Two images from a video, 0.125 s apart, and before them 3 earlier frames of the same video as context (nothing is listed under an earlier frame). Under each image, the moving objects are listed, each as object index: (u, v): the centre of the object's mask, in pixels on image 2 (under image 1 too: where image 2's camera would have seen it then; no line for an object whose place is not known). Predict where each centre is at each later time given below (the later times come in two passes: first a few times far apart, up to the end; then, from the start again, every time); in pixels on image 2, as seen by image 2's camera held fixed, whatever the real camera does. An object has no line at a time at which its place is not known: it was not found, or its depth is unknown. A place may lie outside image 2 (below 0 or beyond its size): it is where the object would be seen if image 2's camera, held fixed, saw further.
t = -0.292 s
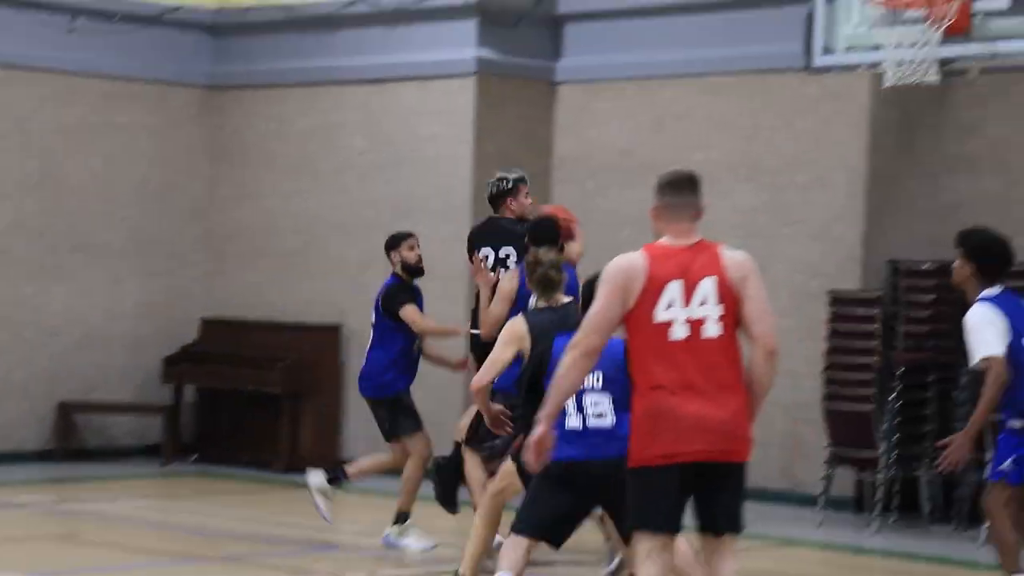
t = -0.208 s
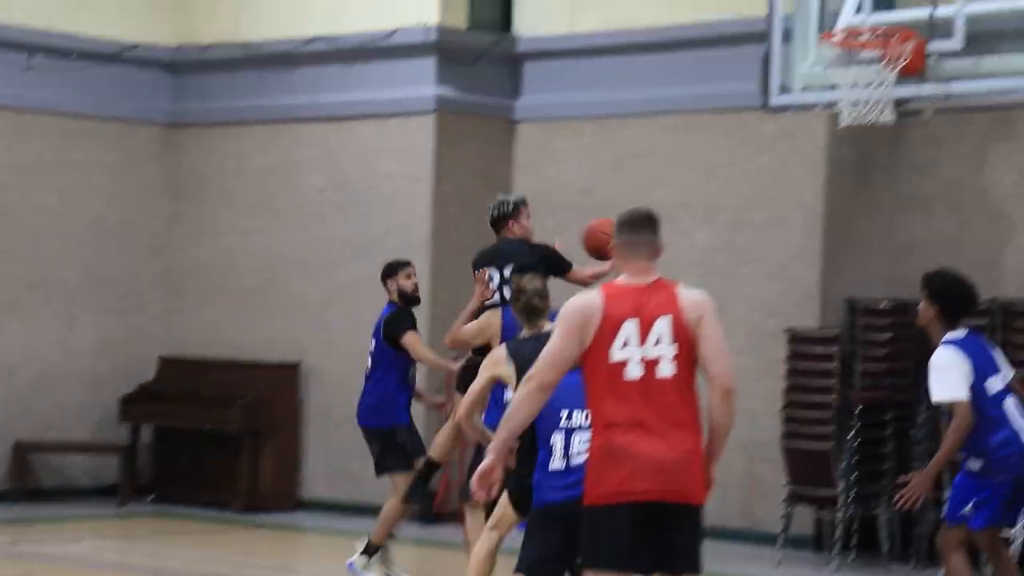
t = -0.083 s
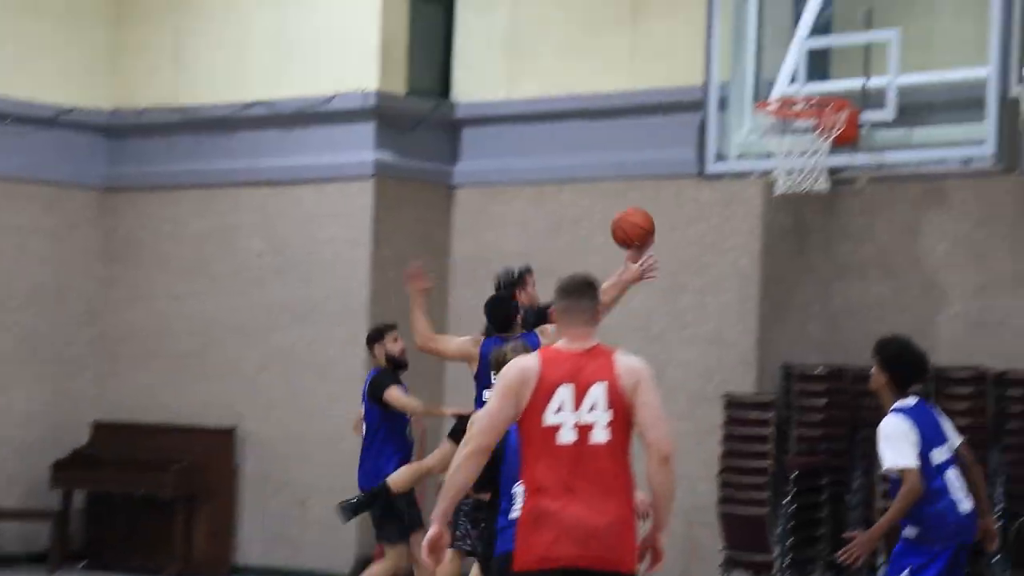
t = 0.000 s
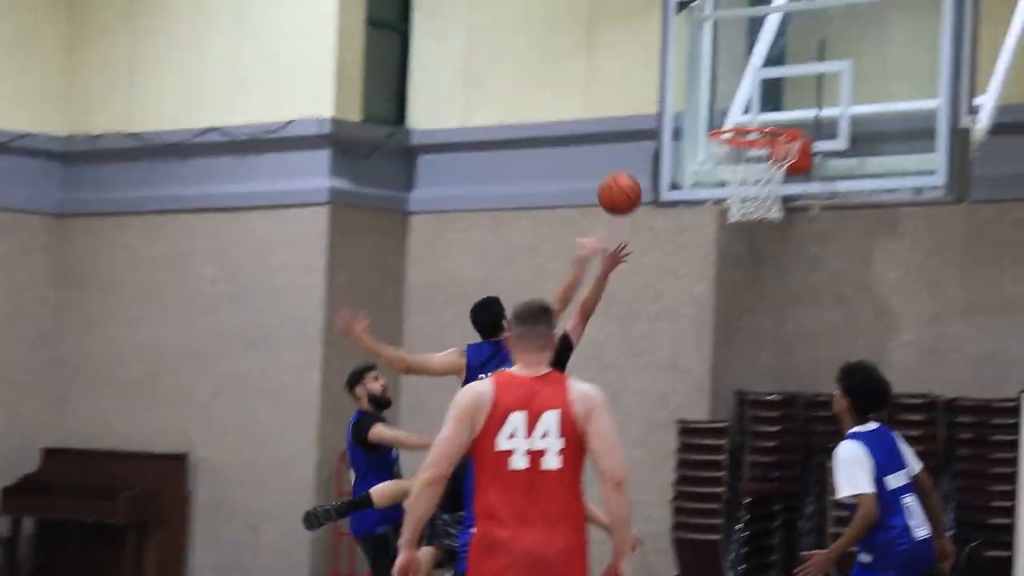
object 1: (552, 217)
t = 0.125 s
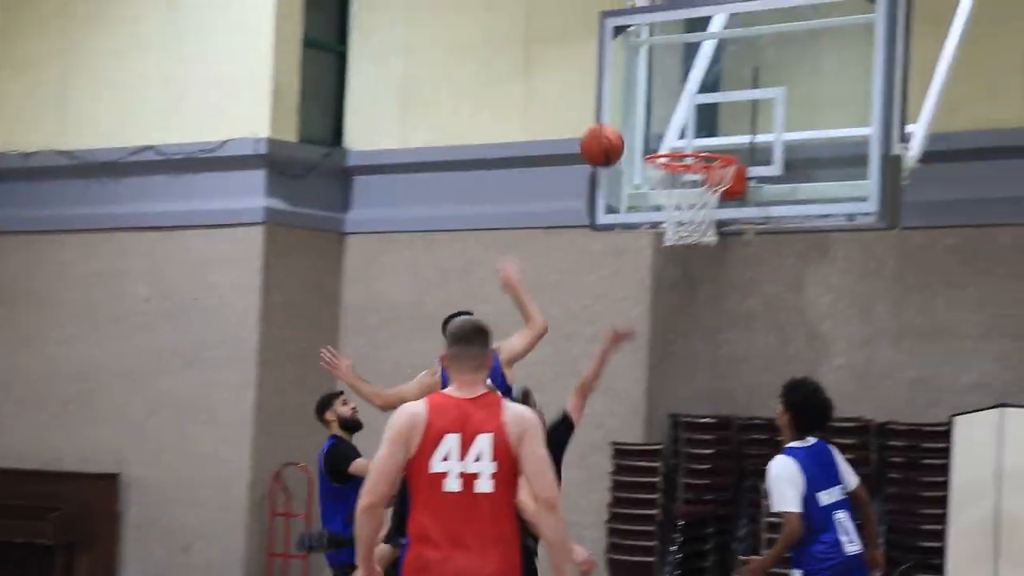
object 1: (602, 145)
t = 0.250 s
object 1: (652, 100)
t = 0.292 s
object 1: (667, 91)
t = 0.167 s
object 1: (618, 128)
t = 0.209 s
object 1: (635, 112)
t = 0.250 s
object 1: (652, 100)
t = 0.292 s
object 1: (667, 91)
